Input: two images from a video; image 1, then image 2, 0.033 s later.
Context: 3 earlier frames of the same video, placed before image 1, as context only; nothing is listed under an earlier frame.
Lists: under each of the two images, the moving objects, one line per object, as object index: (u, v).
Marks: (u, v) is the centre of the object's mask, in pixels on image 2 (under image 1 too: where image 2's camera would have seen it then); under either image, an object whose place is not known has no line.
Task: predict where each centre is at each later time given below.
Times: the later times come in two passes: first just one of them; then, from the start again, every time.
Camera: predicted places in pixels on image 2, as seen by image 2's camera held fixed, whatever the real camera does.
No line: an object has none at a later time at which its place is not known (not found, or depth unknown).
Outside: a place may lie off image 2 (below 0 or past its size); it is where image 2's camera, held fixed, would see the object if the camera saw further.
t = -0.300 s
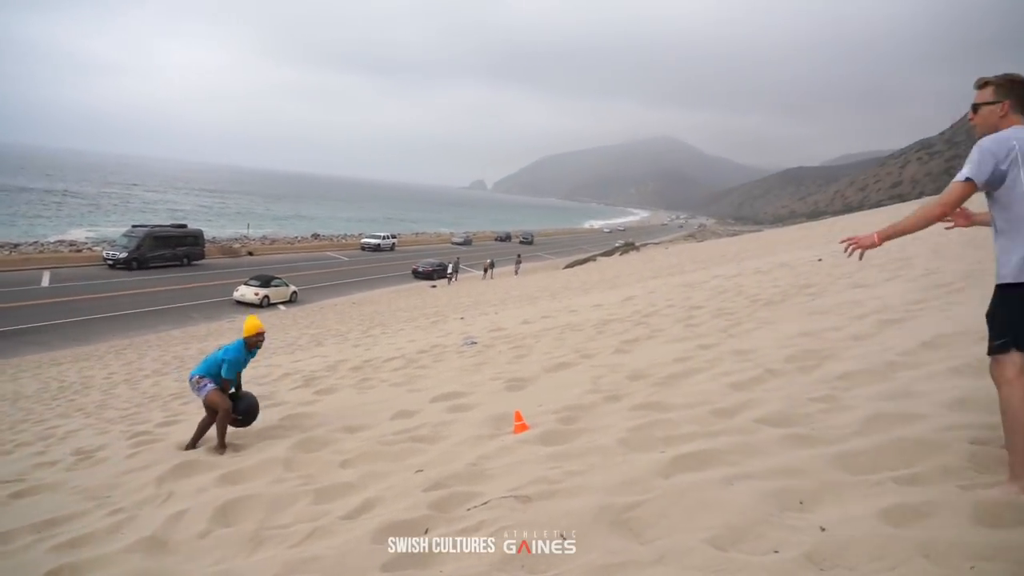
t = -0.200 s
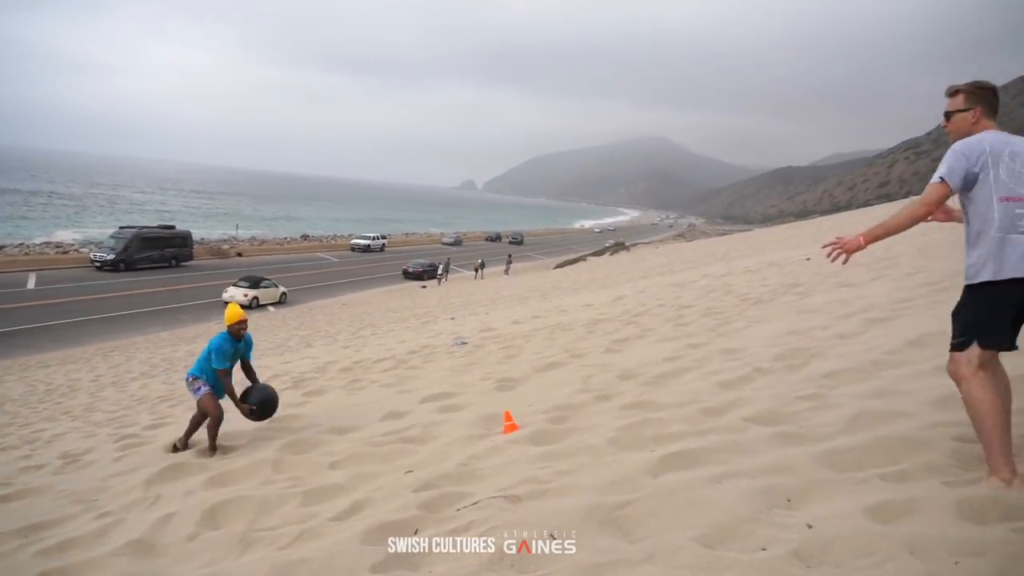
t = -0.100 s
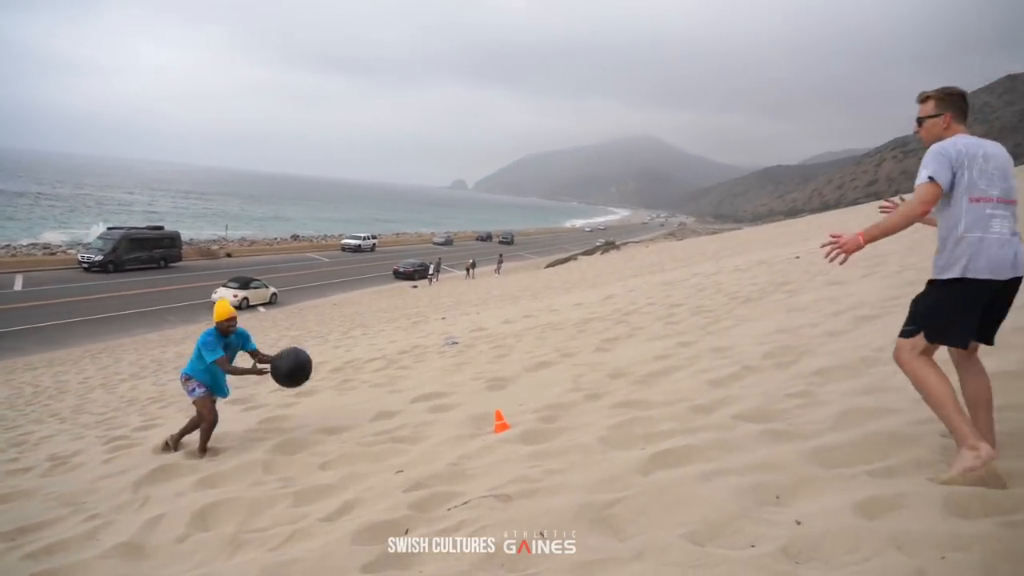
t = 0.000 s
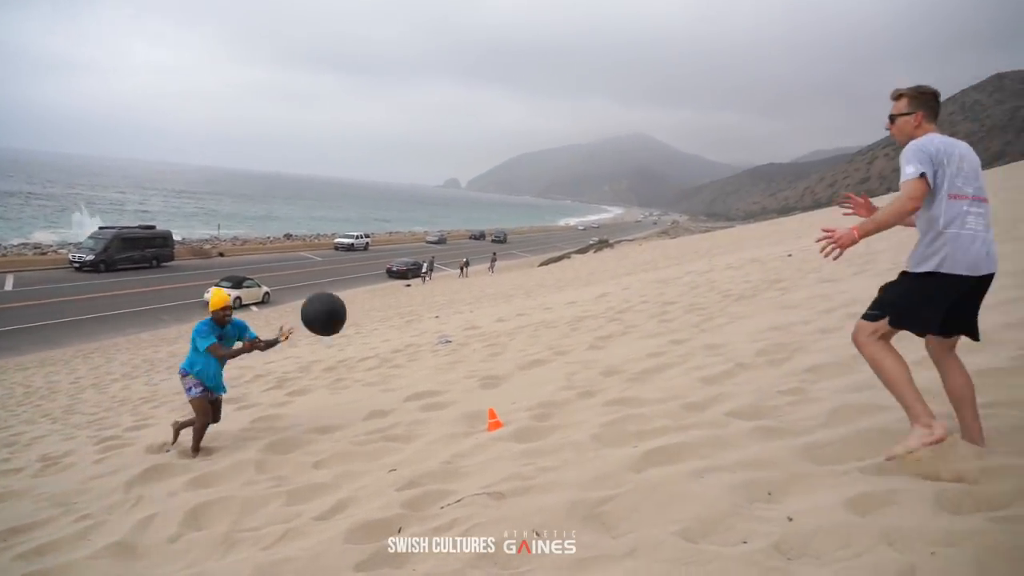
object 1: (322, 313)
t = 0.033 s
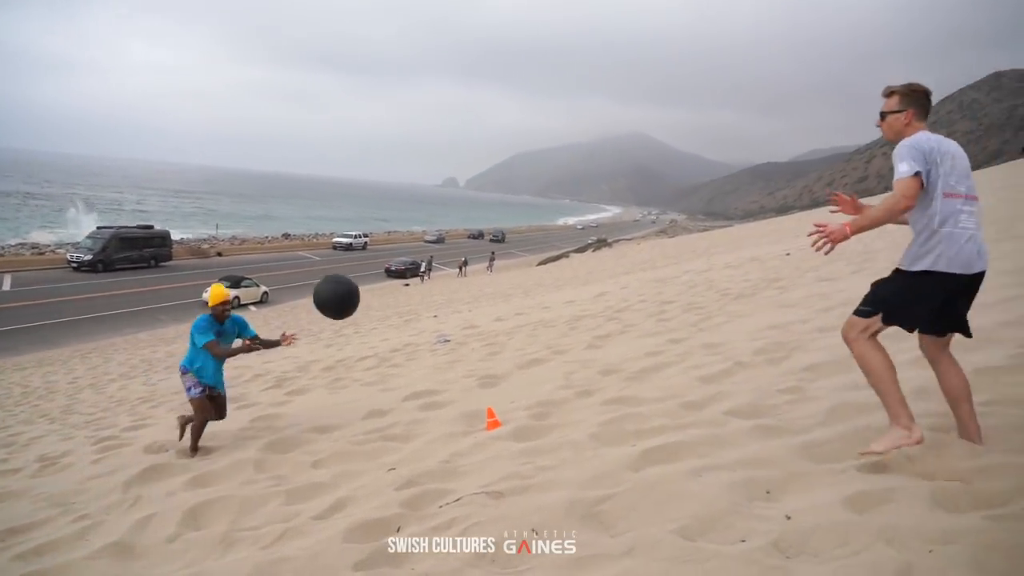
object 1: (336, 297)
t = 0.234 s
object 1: (439, 205)
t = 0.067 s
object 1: (351, 280)
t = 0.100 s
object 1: (367, 264)
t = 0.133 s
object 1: (383, 248)
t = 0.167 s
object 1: (401, 233)
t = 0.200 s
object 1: (419, 219)
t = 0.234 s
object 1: (439, 205)
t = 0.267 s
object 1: (458, 193)
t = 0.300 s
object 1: (480, 181)
